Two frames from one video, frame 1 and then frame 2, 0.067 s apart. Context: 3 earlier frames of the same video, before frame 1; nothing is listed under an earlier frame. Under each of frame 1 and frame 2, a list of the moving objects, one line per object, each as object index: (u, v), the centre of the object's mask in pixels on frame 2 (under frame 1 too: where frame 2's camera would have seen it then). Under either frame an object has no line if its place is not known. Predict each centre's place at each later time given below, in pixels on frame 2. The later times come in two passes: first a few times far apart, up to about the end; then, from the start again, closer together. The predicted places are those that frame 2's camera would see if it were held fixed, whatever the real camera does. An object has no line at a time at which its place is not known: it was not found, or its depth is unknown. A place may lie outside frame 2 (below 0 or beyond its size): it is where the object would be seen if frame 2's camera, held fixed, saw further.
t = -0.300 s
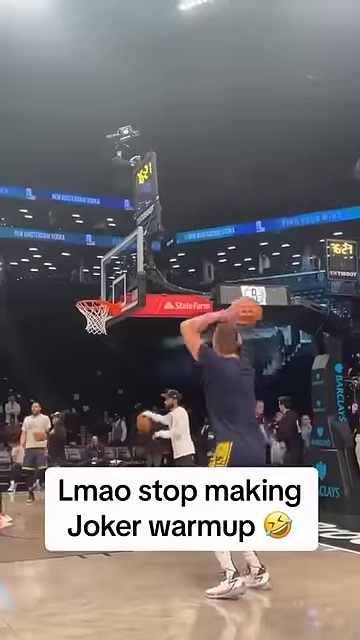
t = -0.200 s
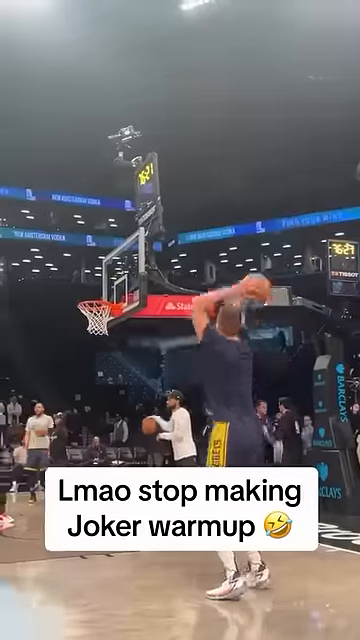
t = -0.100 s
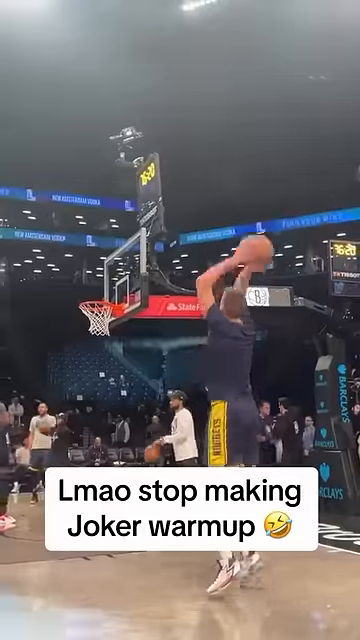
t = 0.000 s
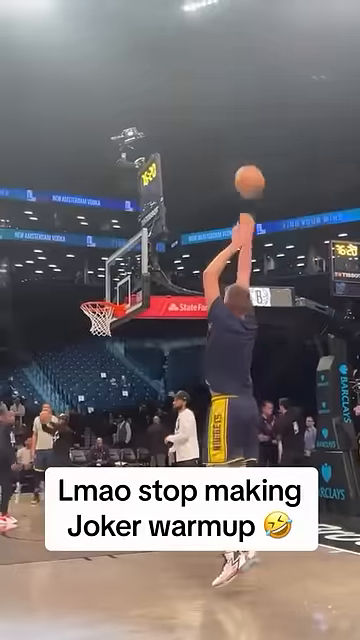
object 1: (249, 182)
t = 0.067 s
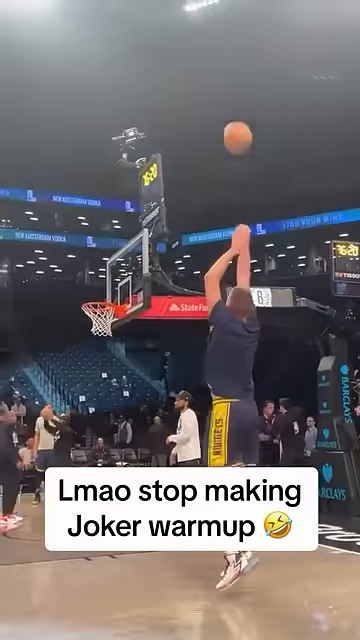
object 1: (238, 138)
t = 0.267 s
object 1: (206, 49)
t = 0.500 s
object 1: (178, 10)
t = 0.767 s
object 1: (154, 24)
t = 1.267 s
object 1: (118, 183)
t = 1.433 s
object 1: (109, 265)
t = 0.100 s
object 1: (232, 119)
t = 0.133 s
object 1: (226, 101)
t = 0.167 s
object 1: (221, 86)
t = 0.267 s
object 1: (206, 49)
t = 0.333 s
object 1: (197, 33)
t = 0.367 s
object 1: (192, 26)
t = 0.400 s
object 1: (189, 19)
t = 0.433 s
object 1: (182, 14)
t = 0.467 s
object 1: (180, 11)
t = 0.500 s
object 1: (178, 10)
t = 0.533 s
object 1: (175, 9)
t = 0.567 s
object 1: (172, 9)
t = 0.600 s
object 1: (170, 10)
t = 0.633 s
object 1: (165, 11)
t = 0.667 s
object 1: (163, 12)
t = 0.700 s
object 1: (160, 17)
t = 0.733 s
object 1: (157, 20)
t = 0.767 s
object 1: (154, 24)
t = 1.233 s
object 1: (120, 169)
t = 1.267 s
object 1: (118, 183)
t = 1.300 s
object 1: (117, 199)
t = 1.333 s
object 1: (114, 214)
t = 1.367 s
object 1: (113, 230)
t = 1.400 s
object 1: (112, 247)
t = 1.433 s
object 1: (109, 265)
